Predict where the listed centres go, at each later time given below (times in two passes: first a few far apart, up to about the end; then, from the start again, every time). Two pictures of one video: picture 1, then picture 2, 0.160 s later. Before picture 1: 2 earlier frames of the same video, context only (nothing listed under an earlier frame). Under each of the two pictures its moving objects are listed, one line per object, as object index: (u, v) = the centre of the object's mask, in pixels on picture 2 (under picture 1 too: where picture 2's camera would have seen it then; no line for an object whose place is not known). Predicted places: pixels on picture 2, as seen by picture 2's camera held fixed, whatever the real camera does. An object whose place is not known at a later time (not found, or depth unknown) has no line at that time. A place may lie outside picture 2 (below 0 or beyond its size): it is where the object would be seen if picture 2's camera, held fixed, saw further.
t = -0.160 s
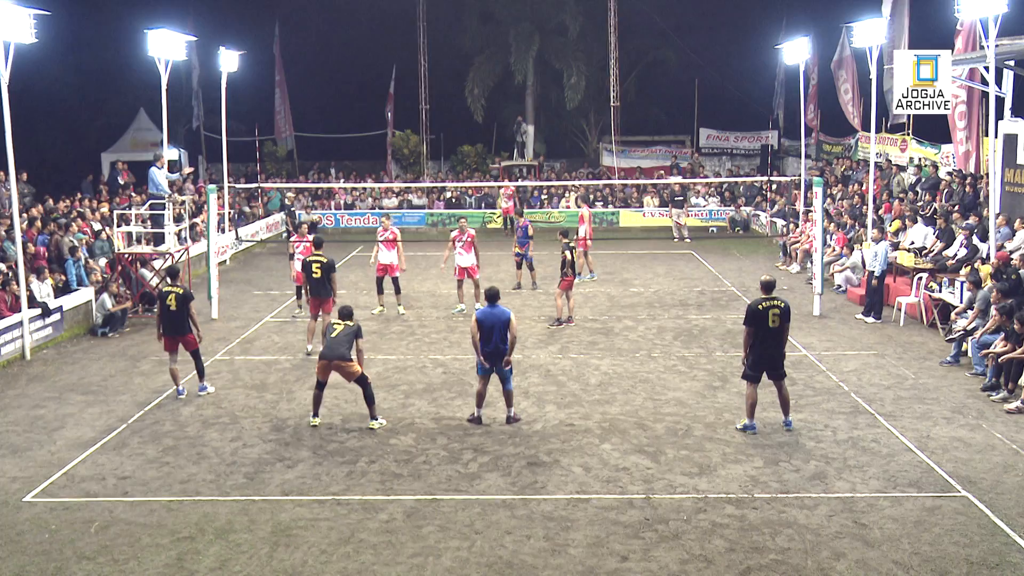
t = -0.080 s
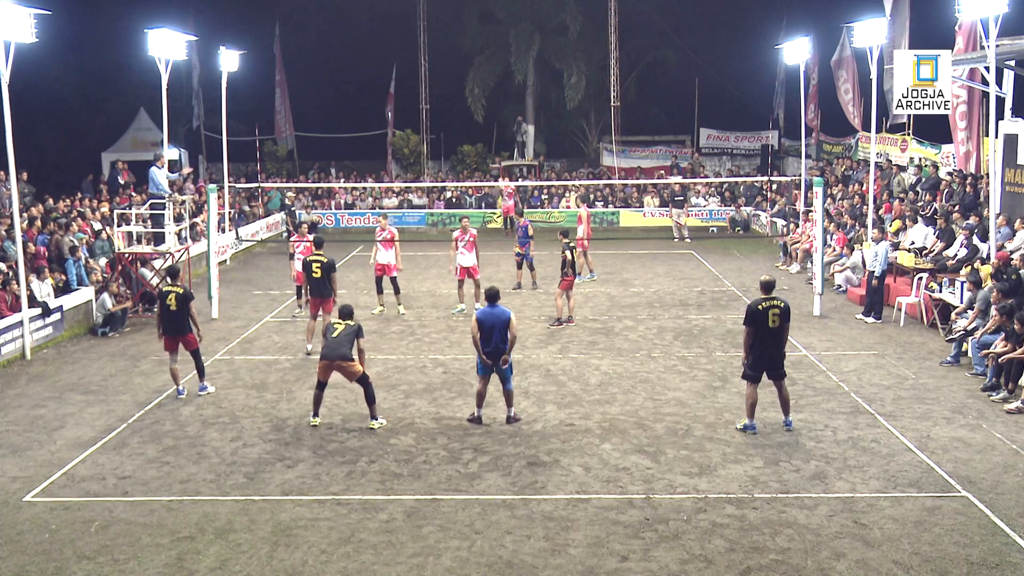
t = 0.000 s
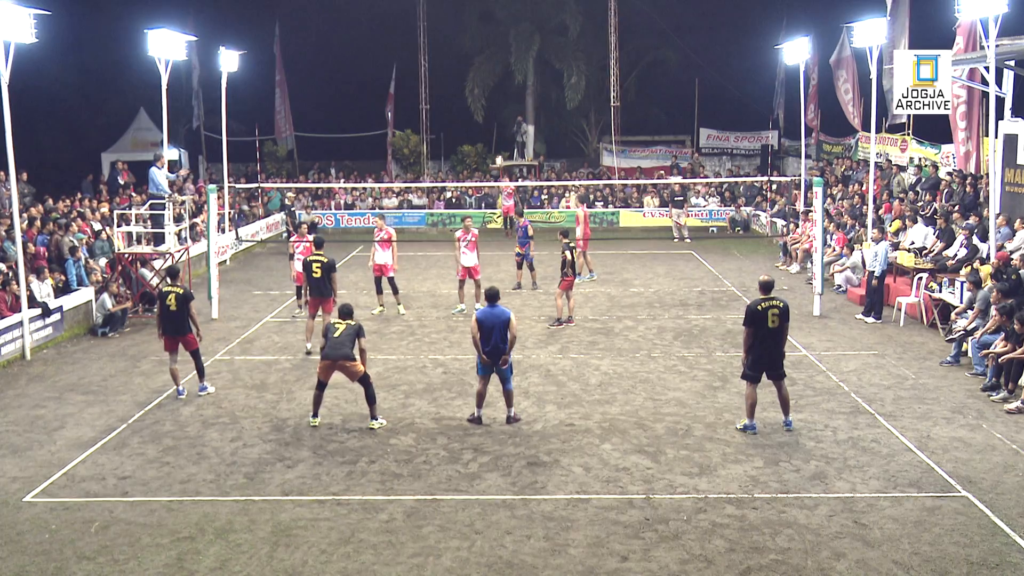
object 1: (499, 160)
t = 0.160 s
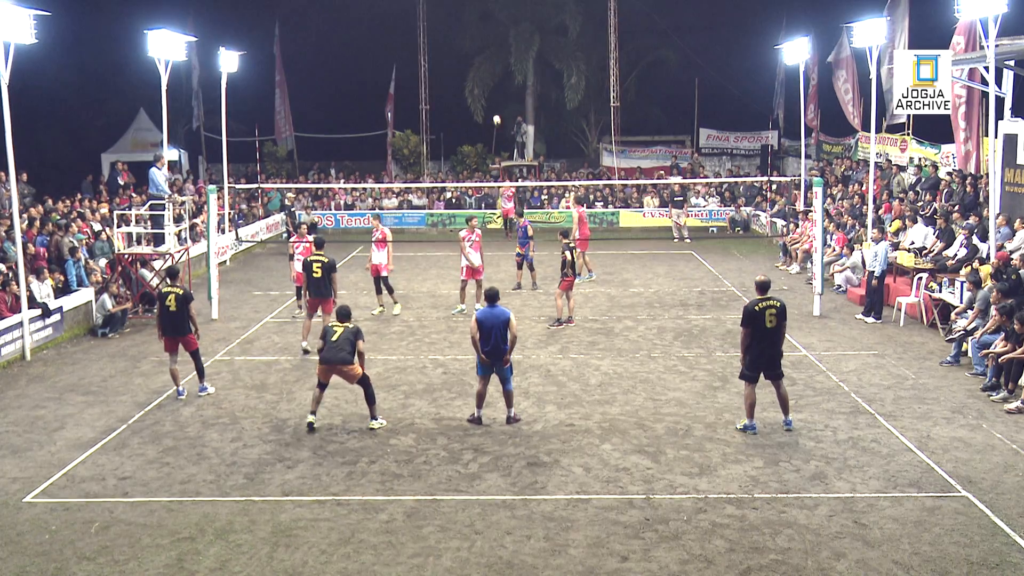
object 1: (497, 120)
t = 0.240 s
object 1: (495, 103)
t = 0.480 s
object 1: (491, 65)
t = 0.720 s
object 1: (486, 49)
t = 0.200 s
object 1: (496, 112)
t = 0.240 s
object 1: (495, 103)
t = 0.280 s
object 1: (495, 96)
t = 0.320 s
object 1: (494, 88)
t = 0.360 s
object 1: (493, 82)
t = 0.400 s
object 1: (492, 76)
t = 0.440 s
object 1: (492, 70)
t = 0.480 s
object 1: (491, 65)
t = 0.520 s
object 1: (490, 61)
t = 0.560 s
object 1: (490, 57)
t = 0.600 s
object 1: (488, 55)
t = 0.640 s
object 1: (488, 52)
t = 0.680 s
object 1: (487, 50)
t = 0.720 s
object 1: (486, 49)
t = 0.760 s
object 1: (486, 48)
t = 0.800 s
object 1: (485, 48)
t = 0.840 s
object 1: (484, 48)
